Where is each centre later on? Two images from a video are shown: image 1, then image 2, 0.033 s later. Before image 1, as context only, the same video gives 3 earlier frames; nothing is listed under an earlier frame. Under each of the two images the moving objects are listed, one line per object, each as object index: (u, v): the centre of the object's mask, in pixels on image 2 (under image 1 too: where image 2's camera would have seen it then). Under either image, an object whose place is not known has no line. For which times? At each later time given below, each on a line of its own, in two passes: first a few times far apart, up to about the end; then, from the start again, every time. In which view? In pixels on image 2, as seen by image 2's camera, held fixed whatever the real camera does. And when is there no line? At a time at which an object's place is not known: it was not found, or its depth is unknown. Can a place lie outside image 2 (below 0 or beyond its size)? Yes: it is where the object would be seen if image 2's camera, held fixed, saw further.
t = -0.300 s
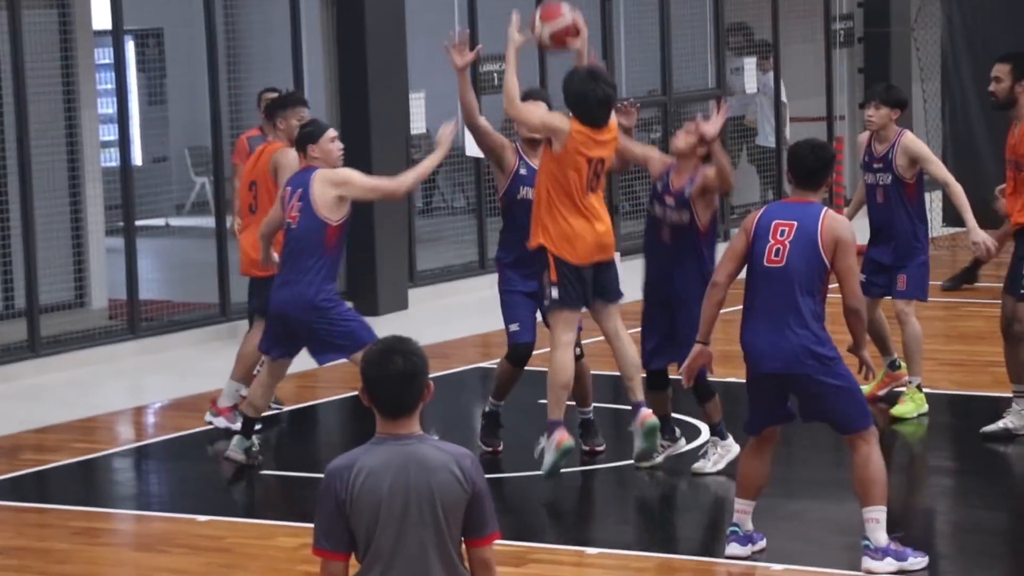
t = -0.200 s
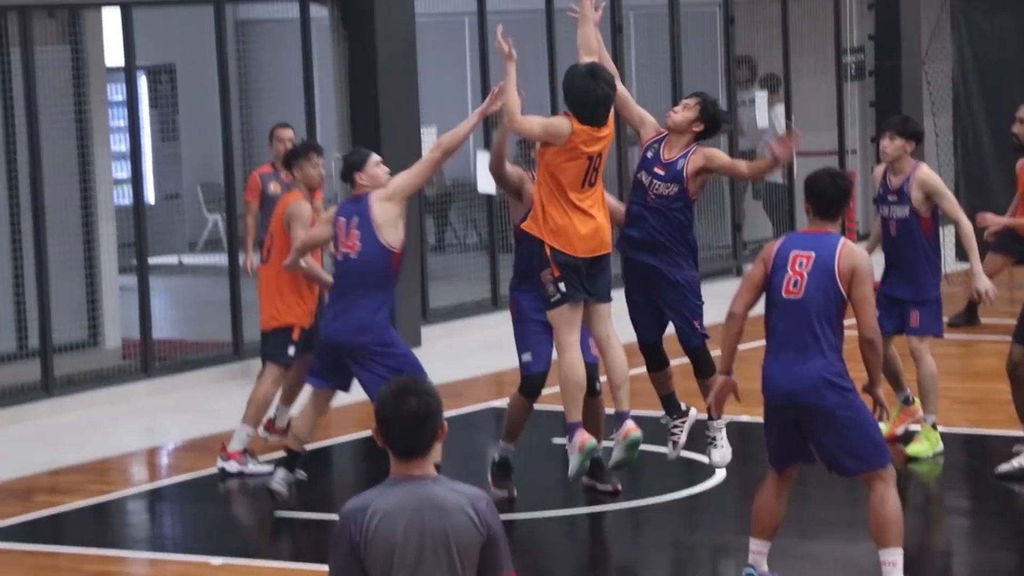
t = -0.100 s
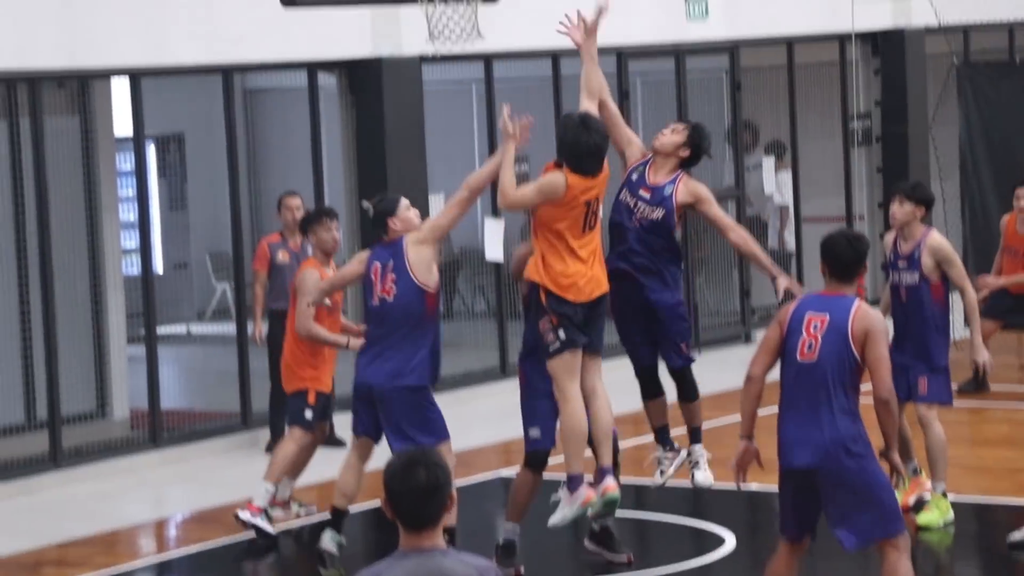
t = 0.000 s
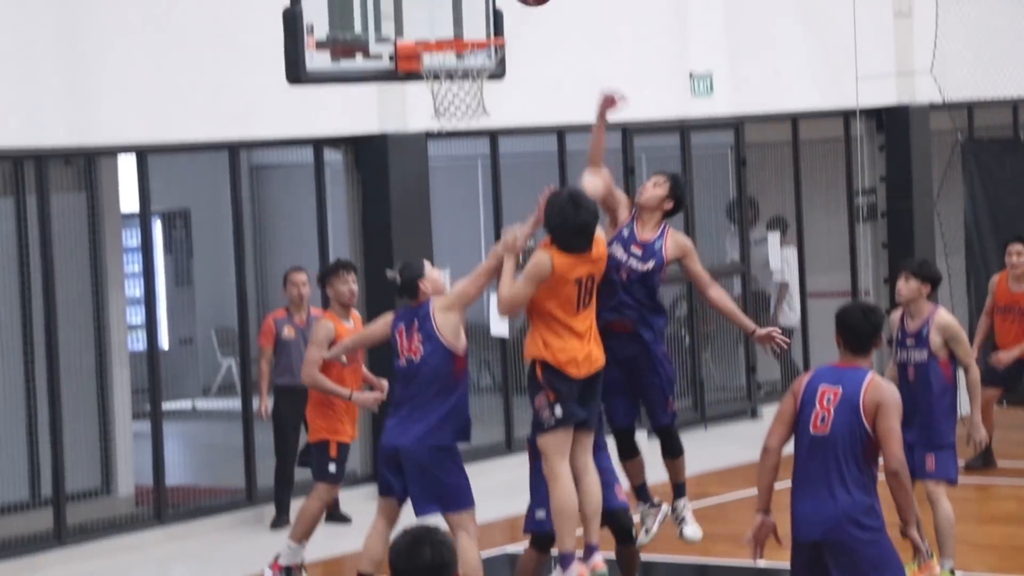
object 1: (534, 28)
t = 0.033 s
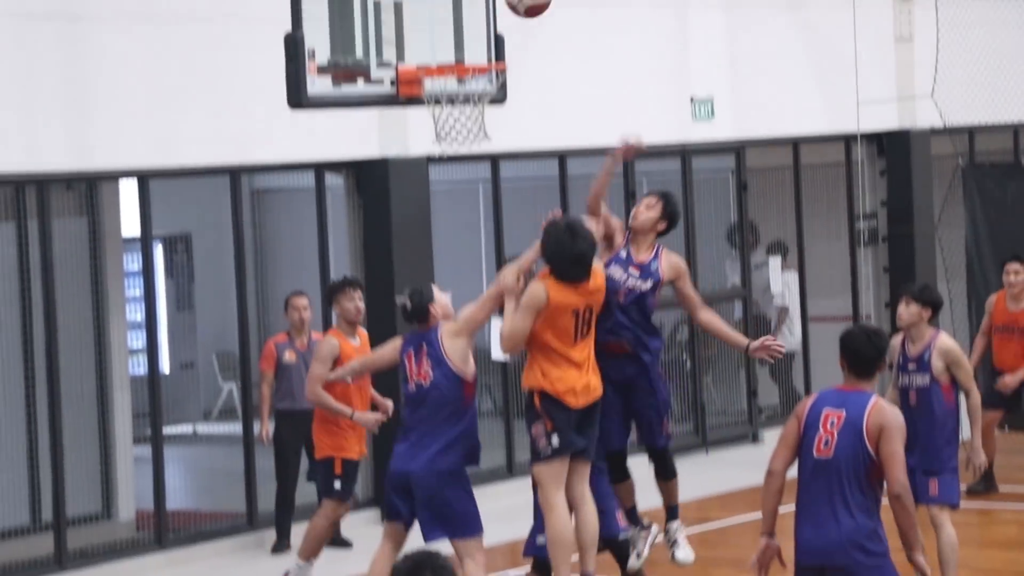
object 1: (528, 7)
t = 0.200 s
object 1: (501, -38)
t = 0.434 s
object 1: (466, 14)
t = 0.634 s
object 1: (485, 102)
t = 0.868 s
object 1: (482, 88)
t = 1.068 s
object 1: (462, 133)
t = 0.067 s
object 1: (523, -11)
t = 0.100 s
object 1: (517, -25)
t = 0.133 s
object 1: (512, -33)
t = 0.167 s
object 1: (507, -37)
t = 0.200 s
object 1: (501, -38)
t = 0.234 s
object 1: (496, -38)
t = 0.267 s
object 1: (491, -34)
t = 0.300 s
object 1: (486, -29)
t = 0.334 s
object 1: (482, -22)
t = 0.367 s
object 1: (478, -12)
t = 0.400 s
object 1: (472, -2)
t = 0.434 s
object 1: (466, 14)
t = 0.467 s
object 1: (463, 29)
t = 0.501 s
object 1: (459, 45)
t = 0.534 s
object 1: (456, 63)
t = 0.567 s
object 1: (466, 77)
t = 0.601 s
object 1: (476, 89)
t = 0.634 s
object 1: (485, 102)
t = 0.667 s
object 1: (490, 104)
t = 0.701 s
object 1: (491, 99)
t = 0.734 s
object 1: (490, 95)
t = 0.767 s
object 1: (490, 84)
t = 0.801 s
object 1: (487, 84)
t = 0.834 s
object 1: (485, 85)
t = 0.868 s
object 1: (482, 88)
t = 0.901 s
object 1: (479, 92)
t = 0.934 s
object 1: (478, 97)
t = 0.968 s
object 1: (472, 106)
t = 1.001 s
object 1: (468, 118)
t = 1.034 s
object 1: (465, 125)
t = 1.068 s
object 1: (462, 133)
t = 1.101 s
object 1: (459, 143)
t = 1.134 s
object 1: (457, 155)
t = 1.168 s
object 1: (456, 168)
